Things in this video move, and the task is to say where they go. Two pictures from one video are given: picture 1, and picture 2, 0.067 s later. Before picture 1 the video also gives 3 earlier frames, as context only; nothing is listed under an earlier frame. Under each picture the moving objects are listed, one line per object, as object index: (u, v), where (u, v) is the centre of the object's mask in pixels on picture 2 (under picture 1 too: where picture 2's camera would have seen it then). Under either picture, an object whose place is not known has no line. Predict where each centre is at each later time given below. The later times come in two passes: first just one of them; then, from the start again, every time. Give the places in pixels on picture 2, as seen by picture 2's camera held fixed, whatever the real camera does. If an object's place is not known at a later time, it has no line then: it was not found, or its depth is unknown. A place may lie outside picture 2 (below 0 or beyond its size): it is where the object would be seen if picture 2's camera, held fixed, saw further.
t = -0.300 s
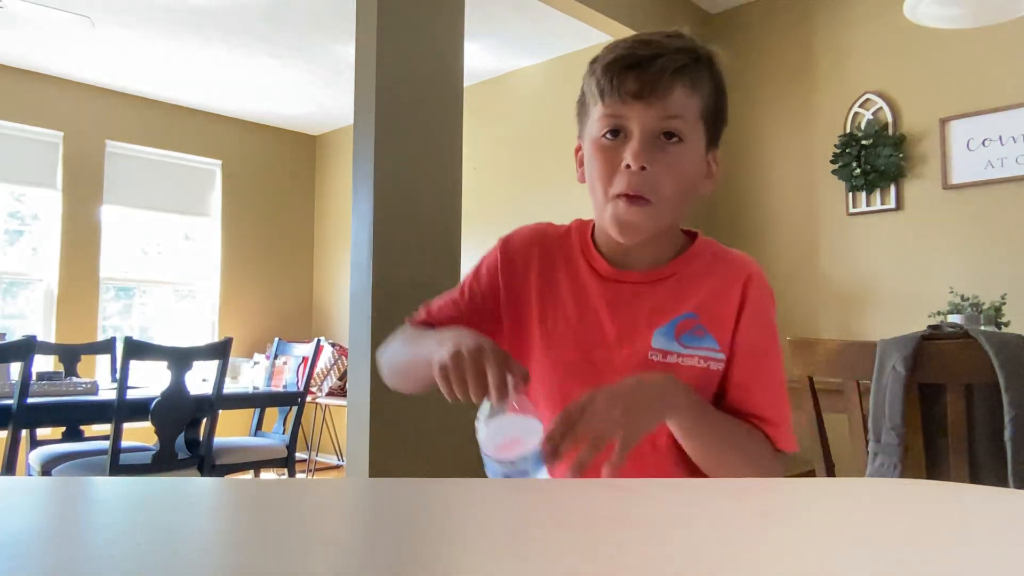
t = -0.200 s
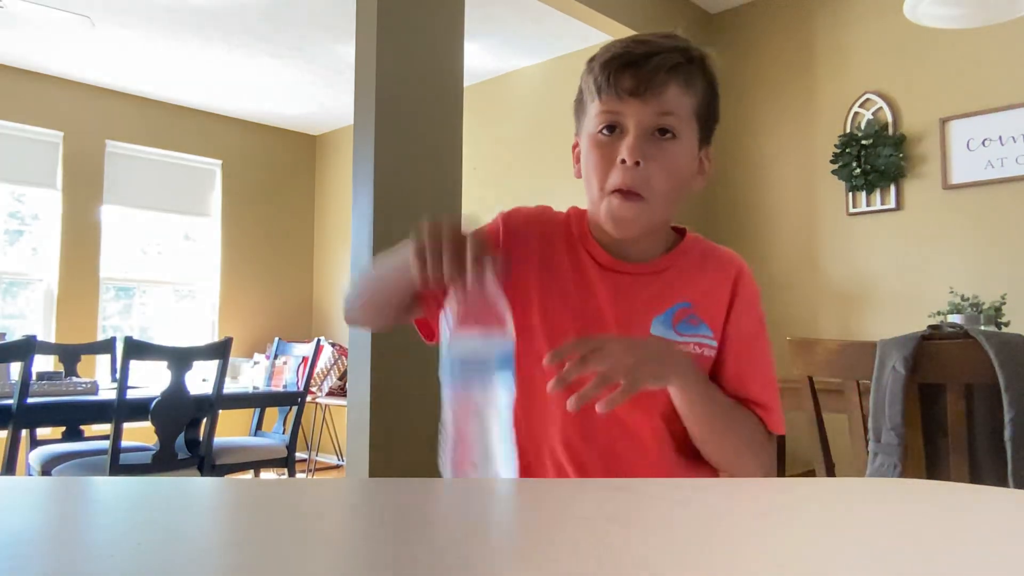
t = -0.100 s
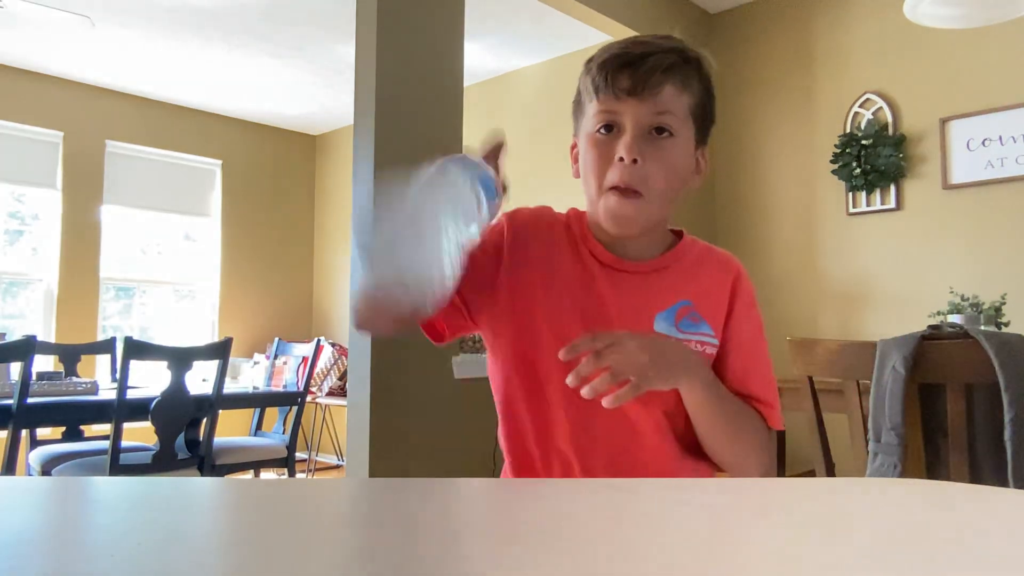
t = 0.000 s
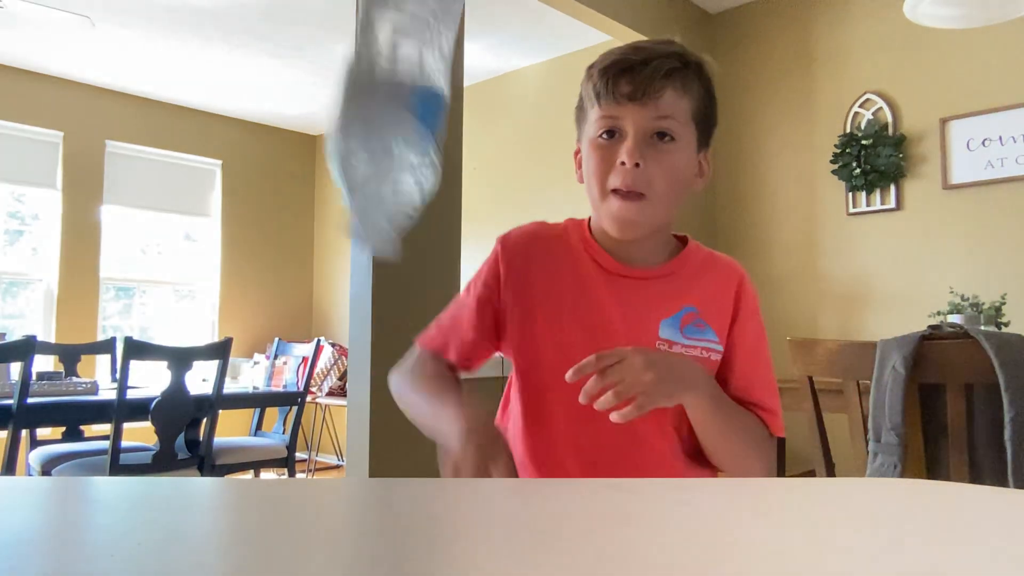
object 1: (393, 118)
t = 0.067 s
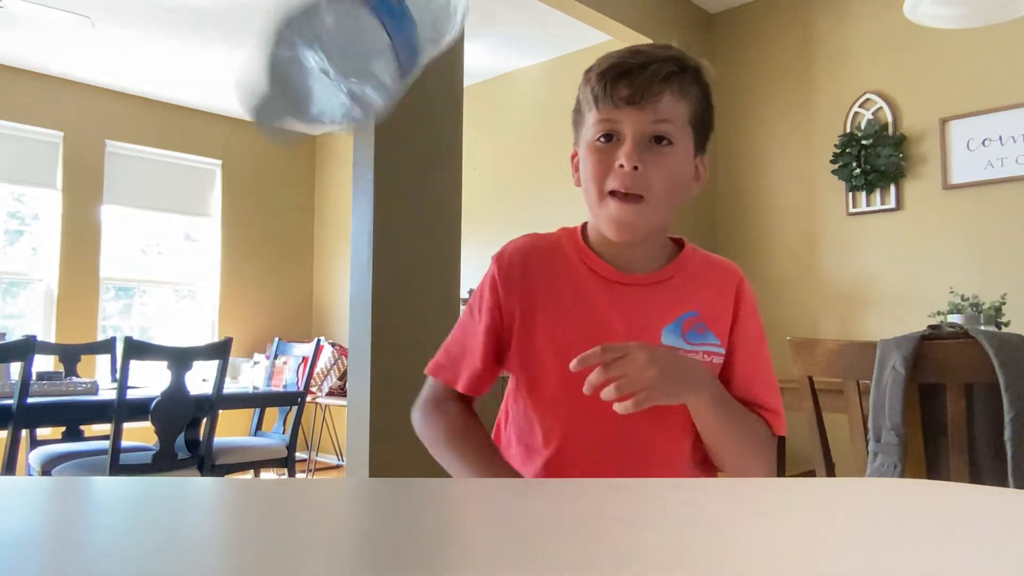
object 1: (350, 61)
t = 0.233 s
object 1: (255, 312)
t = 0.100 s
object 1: (340, 48)
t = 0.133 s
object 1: (340, 72)
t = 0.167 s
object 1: (312, 120)
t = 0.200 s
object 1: (280, 191)
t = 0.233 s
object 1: (255, 312)
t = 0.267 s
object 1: (208, 349)
